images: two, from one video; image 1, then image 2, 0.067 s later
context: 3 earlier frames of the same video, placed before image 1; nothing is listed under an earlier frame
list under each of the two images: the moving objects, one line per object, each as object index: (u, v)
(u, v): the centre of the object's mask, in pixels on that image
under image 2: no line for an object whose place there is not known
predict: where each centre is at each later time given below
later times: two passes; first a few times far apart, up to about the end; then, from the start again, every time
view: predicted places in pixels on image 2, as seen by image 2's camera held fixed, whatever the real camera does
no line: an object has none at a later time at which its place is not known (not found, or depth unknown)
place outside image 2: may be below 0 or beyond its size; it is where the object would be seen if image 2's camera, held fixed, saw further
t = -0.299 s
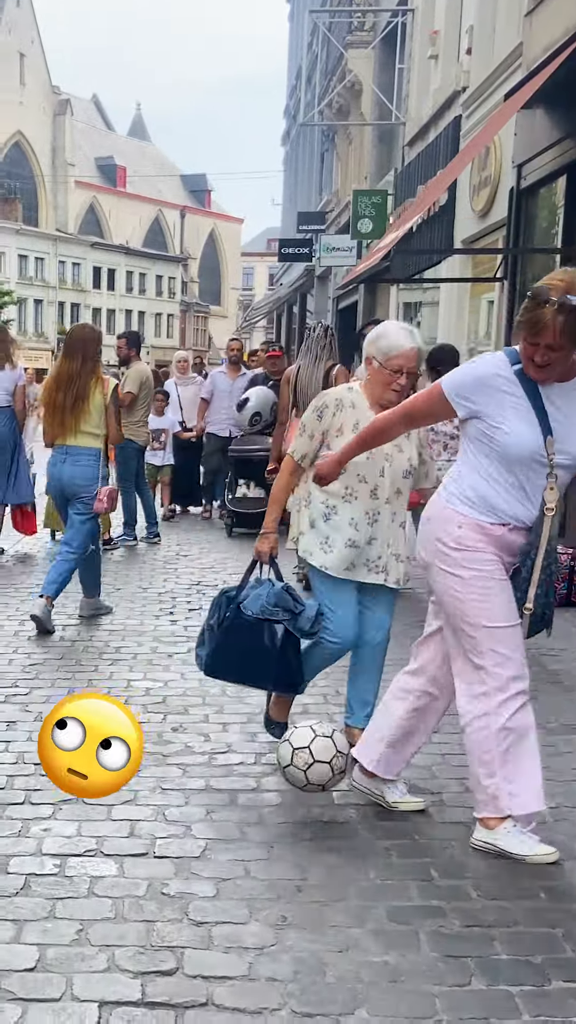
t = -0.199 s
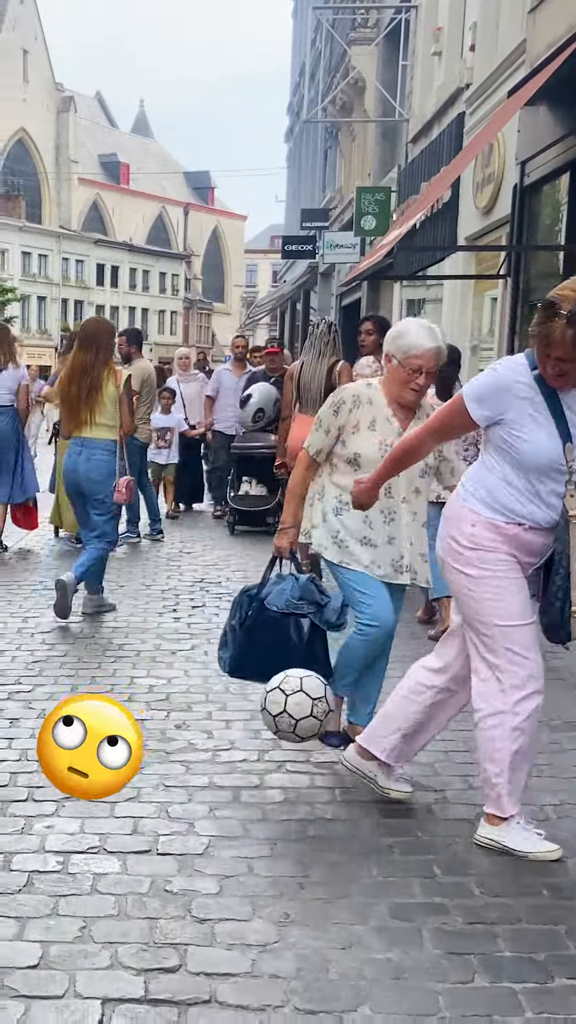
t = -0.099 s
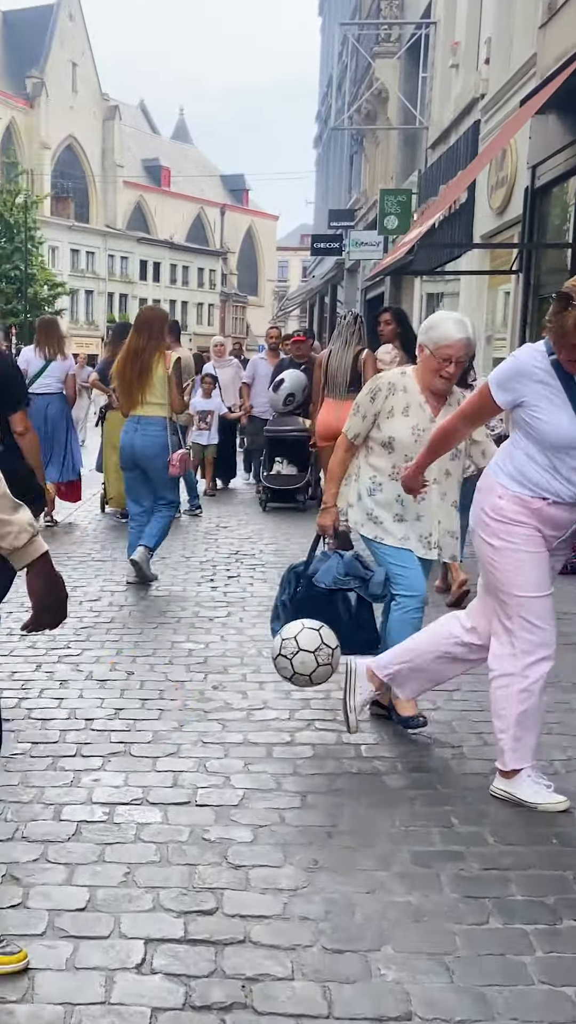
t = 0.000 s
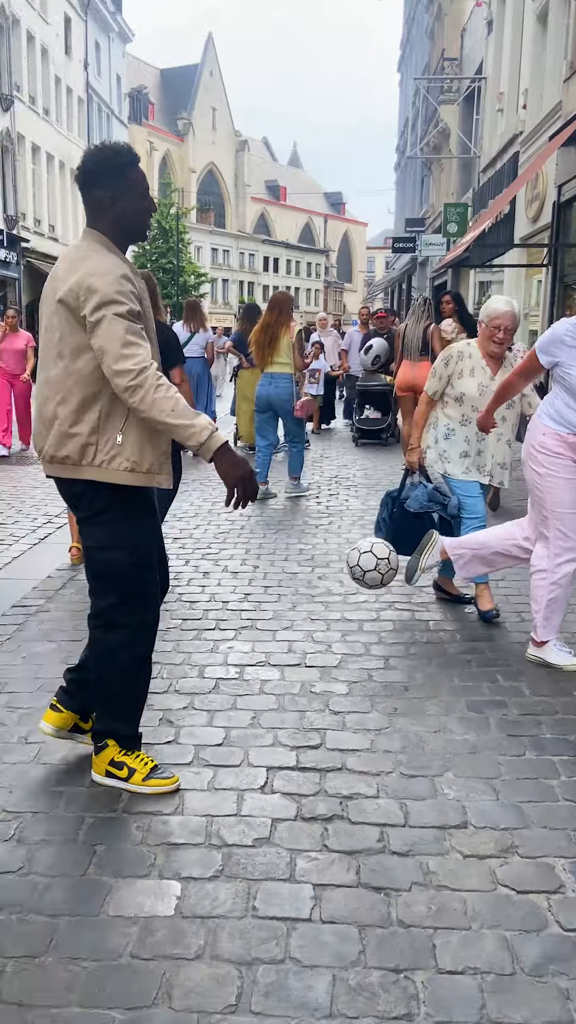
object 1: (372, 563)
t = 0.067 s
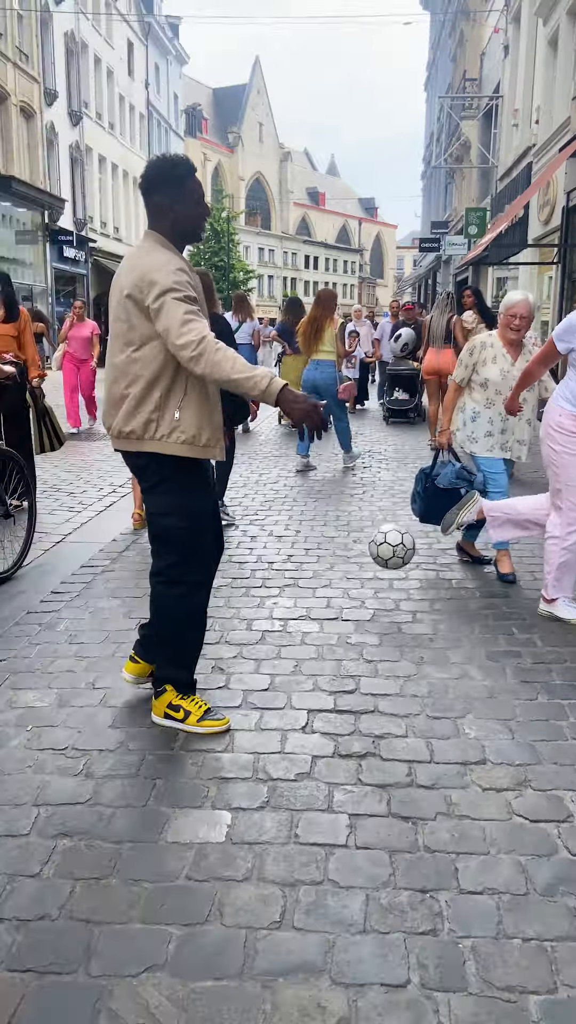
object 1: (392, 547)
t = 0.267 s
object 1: (369, 562)
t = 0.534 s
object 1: (347, 578)
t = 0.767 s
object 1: (321, 579)
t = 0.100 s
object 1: (387, 559)
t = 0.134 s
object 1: (382, 574)
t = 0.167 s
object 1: (377, 591)
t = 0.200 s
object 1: (374, 581)
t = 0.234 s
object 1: (372, 570)
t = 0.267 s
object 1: (369, 562)
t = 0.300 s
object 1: (366, 556)
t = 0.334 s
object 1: (364, 552)
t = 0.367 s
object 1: (361, 551)
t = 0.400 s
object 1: (359, 551)
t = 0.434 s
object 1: (356, 554)
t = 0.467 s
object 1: (353, 560)
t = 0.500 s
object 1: (350, 567)
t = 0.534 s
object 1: (347, 578)
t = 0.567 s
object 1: (343, 591)
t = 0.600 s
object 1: (340, 604)
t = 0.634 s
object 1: (337, 596)
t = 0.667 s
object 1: (332, 588)
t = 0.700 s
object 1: (329, 582)
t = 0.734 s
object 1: (324, 579)
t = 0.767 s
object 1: (321, 579)
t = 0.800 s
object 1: (316, 580)
